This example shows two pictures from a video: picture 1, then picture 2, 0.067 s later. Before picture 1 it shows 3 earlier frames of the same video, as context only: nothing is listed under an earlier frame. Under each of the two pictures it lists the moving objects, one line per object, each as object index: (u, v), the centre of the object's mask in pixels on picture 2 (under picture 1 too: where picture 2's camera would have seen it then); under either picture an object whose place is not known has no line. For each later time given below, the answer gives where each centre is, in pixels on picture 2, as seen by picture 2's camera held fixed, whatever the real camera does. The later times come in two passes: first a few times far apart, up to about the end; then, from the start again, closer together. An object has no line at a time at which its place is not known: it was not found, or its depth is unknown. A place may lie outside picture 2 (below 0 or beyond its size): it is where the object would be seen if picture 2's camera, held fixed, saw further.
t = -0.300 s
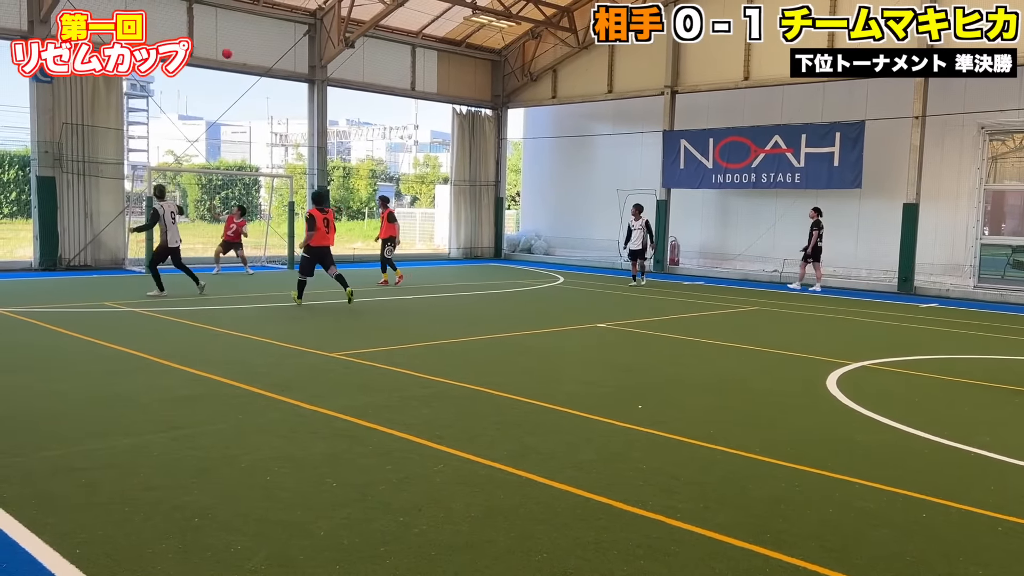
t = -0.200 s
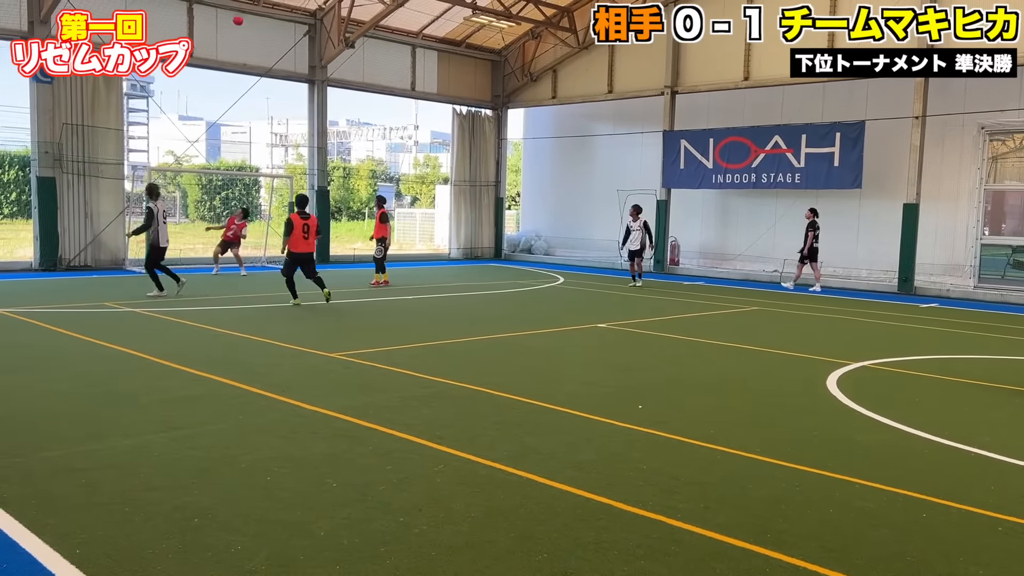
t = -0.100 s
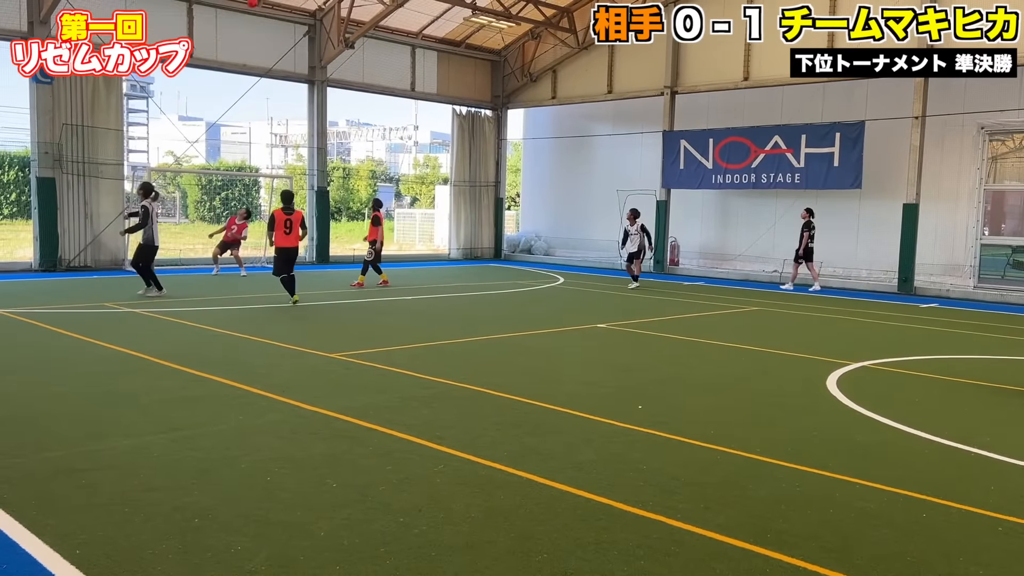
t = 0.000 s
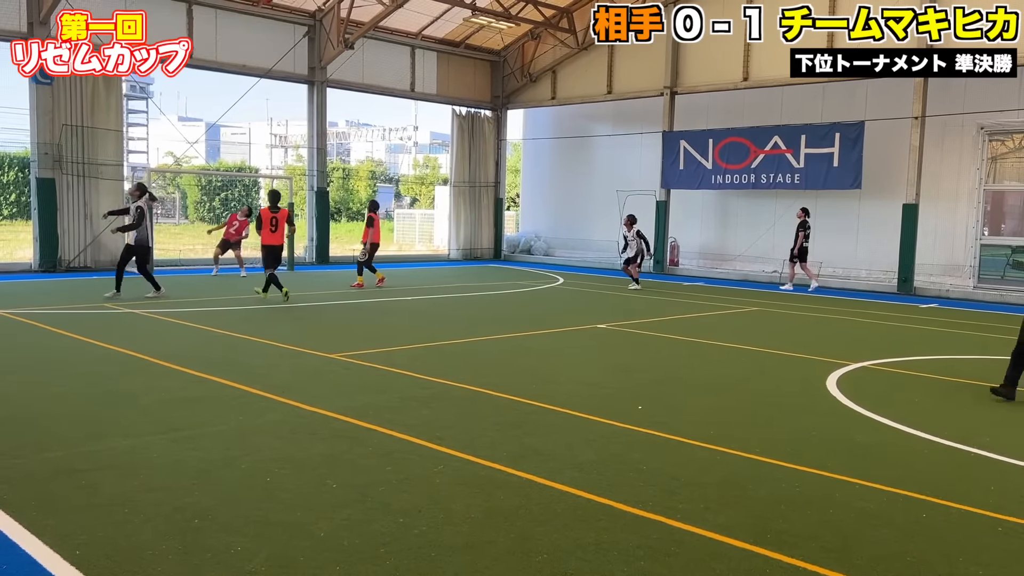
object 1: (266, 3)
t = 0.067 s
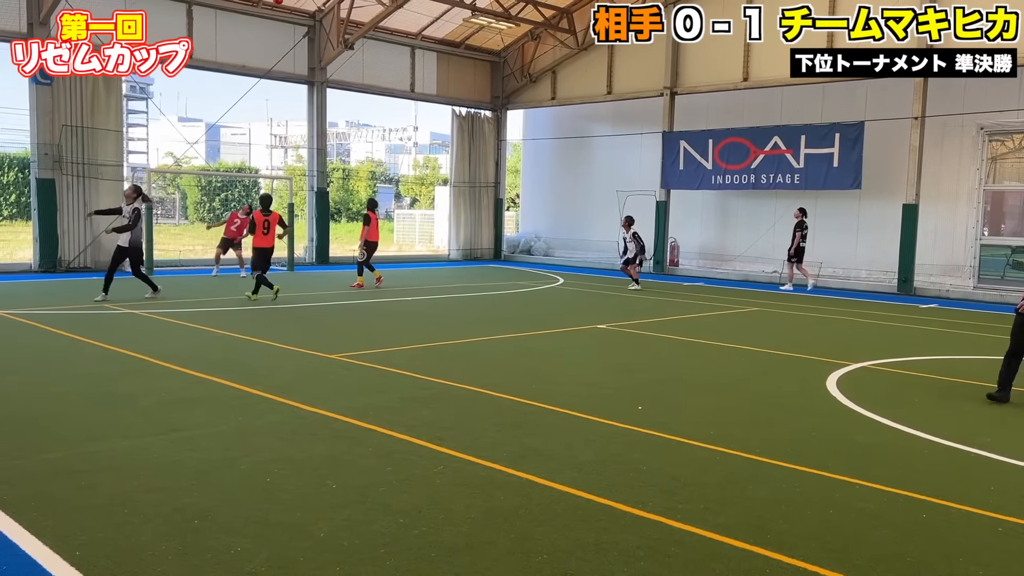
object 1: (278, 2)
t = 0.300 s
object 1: (316, 19)
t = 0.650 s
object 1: (374, 102)
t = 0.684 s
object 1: (380, 113)
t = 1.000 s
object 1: (432, 233)
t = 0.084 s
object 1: (280, 2)
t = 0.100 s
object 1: (283, 2)
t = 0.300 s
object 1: (316, 19)
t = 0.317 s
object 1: (318, 22)
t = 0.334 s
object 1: (321, 25)
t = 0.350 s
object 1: (324, 28)
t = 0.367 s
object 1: (327, 31)
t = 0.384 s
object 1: (329, 33)
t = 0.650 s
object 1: (374, 102)
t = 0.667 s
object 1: (377, 107)
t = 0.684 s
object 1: (380, 113)
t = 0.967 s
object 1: (426, 218)
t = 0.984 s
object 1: (429, 226)
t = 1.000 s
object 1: (432, 233)
